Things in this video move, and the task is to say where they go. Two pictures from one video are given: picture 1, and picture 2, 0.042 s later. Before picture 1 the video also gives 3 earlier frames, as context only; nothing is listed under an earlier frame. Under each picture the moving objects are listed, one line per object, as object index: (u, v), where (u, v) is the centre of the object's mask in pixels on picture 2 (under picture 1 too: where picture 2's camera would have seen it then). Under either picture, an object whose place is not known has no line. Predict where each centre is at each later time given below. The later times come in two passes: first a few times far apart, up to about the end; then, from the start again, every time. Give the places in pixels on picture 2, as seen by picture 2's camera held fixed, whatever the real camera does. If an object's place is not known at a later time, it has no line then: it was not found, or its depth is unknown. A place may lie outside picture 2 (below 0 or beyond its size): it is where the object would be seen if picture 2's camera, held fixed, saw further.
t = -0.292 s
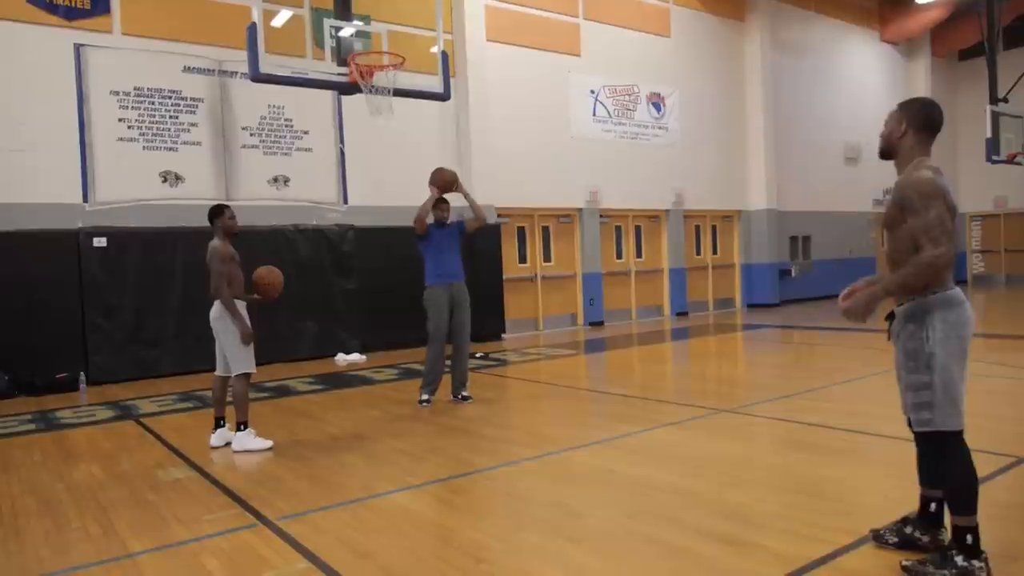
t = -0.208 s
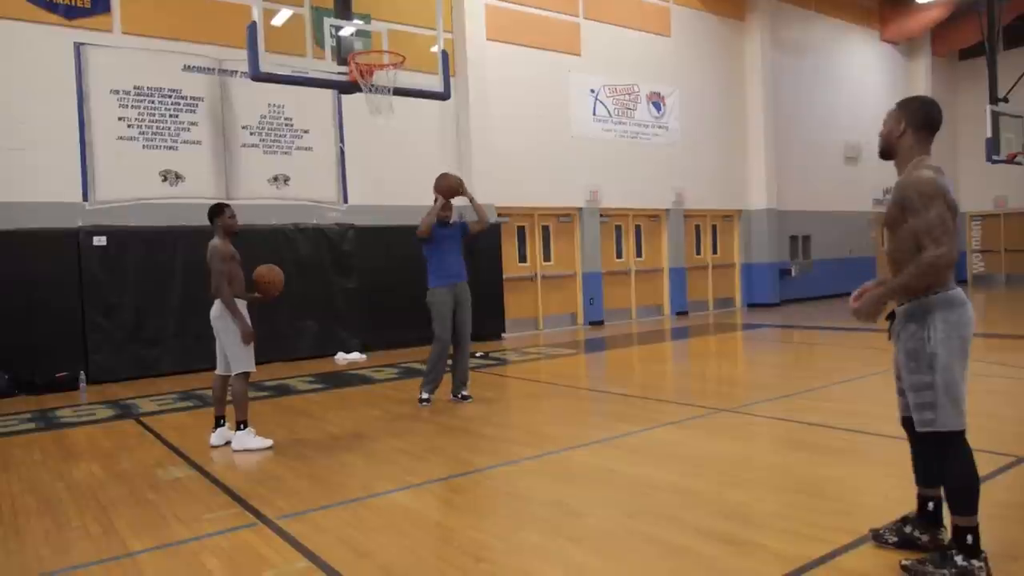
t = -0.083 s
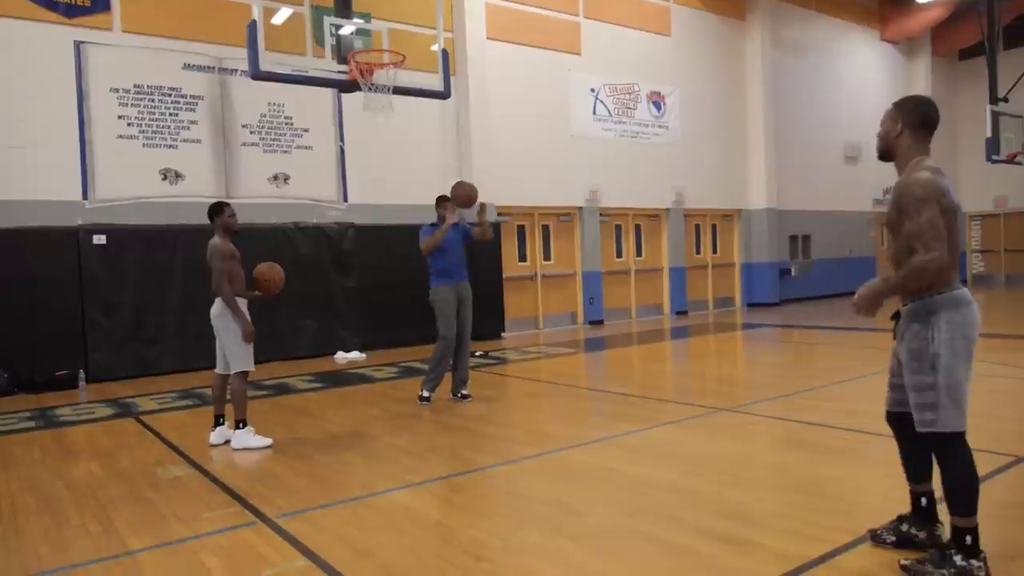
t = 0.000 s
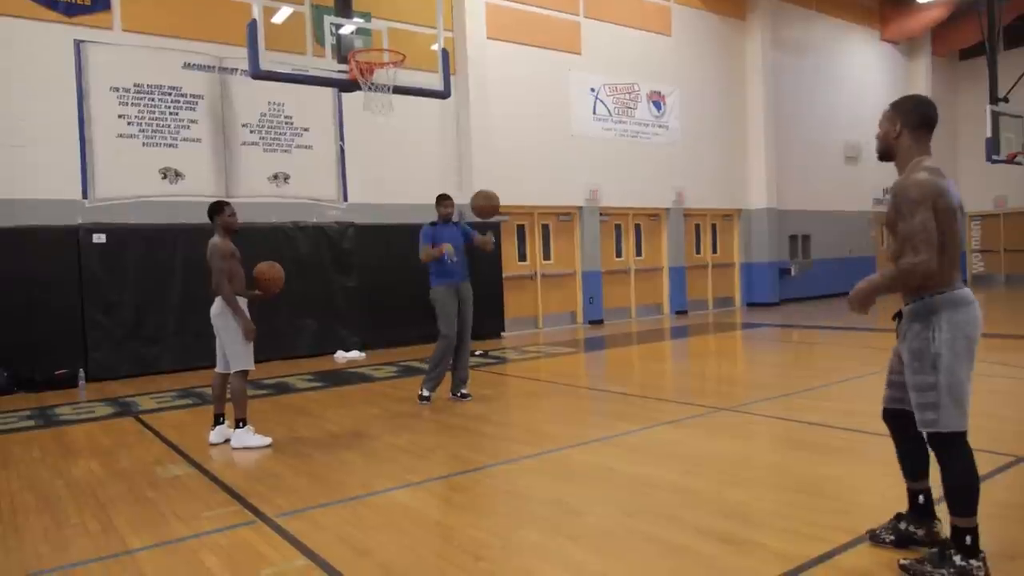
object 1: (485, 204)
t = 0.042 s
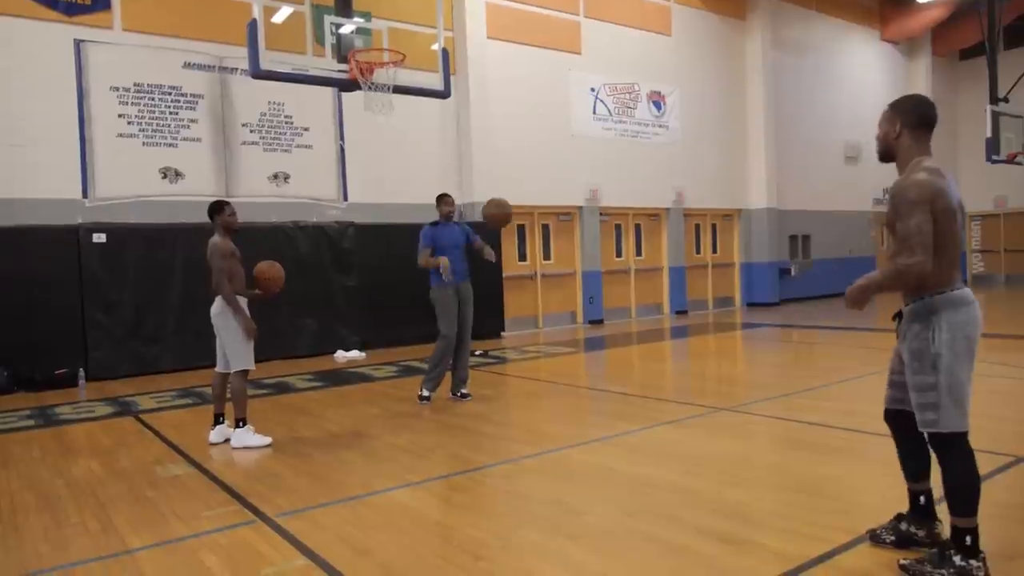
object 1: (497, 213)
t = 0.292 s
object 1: (590, 340)
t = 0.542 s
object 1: (684, 374)
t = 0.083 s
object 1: (510, 226)
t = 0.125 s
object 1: (523, 240)
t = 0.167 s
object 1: (538, 259)
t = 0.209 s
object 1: (554, 282)
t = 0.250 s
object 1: (571, 309)
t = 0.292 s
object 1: (590, 340)
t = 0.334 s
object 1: (610, 377)
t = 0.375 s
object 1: (633, 420)
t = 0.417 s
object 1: (653, 456)
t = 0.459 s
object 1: (663, 426)
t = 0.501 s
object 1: (673, 399)
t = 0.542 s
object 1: (684, 374)
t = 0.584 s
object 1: (696, 350)
